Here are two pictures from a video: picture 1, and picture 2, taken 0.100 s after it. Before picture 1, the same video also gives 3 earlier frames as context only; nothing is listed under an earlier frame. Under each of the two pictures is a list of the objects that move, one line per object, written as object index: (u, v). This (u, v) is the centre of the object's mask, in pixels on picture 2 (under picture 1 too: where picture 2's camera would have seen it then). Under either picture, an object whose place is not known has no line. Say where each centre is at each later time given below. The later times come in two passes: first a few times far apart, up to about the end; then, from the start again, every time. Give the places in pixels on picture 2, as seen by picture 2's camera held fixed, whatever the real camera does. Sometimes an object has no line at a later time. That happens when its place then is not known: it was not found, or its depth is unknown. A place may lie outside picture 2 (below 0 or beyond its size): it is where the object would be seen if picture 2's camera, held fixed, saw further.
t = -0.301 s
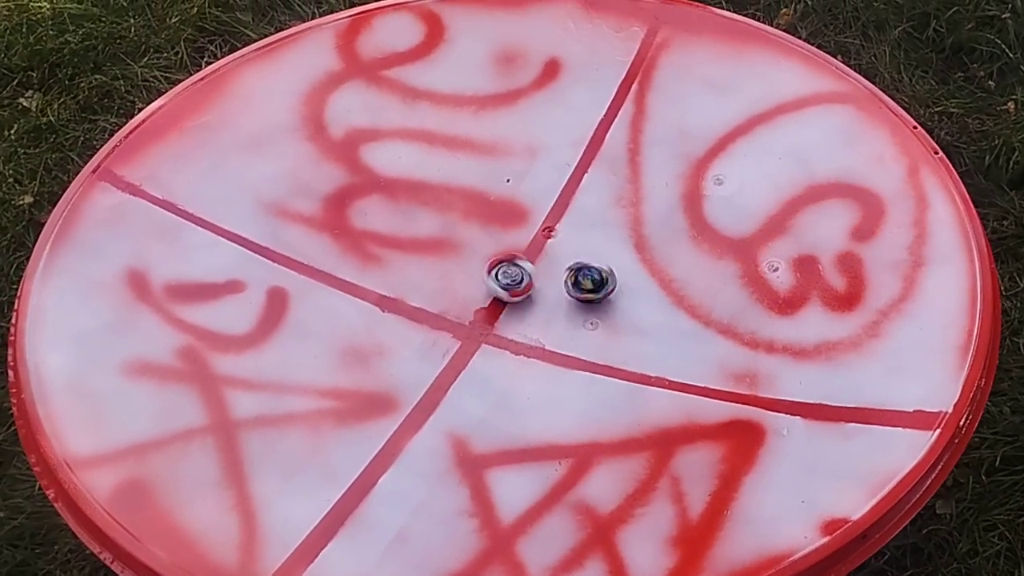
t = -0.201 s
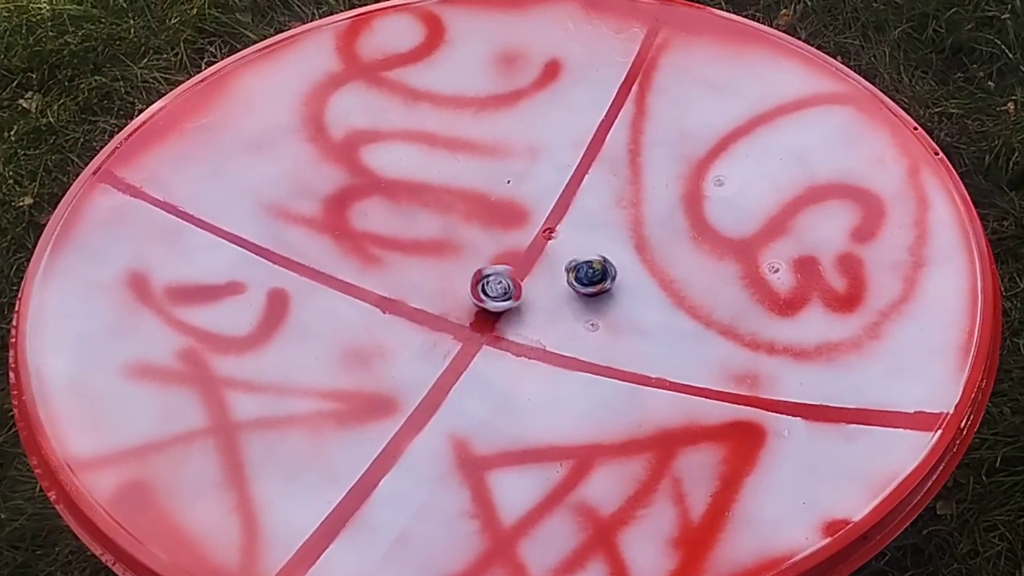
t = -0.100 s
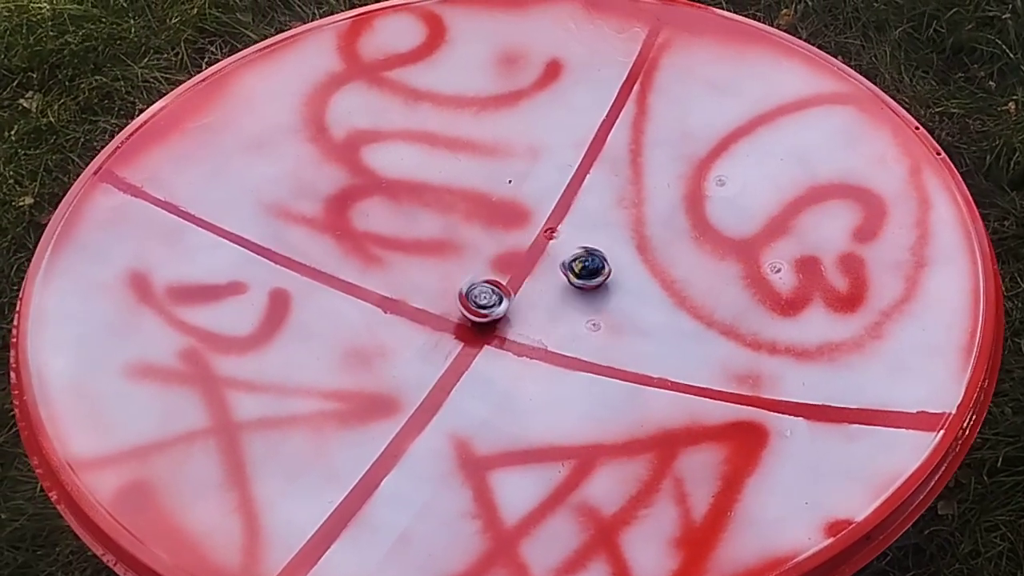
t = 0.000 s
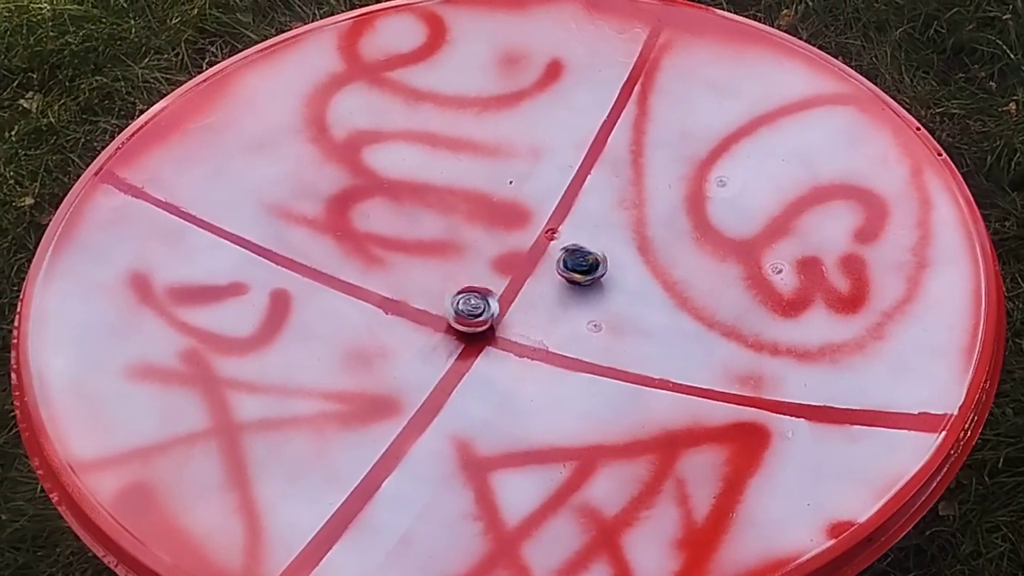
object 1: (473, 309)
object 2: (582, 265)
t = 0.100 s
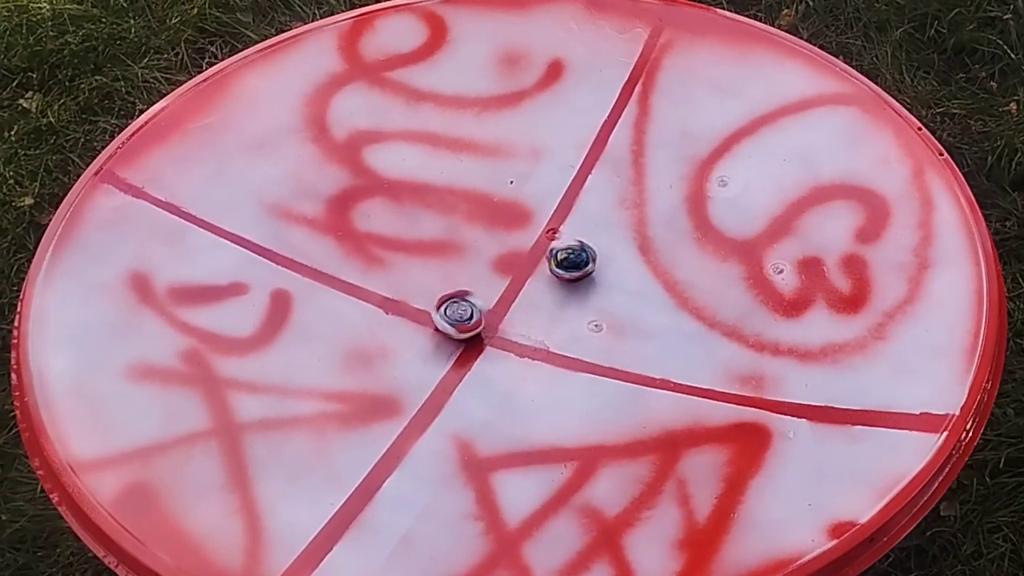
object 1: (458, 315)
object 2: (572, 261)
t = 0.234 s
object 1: (445, 321)
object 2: (556, 258)
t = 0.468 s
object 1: (431, 323)
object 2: (527, 262)
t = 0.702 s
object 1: (435, 316)
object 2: (503, 272)
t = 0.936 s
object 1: (453, 312)
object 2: (505, 278)
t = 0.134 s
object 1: (454, 317)
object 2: (567, 260)
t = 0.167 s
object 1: (449, 318)
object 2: (564, 259)
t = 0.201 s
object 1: (447, 319)
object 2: (560, 259)
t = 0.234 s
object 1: (445, 321)
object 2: (556, 258)
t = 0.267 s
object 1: (439, 322)
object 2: (551, 259)
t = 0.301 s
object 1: (437, 322)
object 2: (546, 259)
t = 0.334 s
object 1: (436, 322)
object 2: (542, 260)
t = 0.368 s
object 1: (434, 323)
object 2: (538, 260)
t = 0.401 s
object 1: (432, 323)
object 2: (535, 261)
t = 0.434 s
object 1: (432, 322)
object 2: (531, 261)
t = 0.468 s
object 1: (431, 323)
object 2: (527, 262)
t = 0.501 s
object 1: (429, 321)
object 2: (523, 263)
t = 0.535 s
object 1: (429, 320)
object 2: (520, 265)
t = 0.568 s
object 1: (430, 320)
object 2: (516, 266)
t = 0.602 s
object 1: (430, 318)
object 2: (513, 267)
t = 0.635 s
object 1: (433, 317)
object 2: (509, 269)
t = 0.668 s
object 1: (435, 317)
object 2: (506, 270)
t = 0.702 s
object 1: (435, 316)
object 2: (503, 272)
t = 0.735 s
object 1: (439, 314)
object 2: (501, 274)
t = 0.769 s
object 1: (442, 314)
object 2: (499, 275)
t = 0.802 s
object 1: (444, 312)
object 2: (496, 277)
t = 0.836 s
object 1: (450, 310)
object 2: (495, 280)
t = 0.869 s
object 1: (453, 311)
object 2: (494, 282)
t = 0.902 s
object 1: (452, 311)
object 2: (498, 282)
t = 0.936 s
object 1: (453, 312)
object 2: (505, 278)
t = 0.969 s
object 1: (452, 314)
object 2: (510, 277)
